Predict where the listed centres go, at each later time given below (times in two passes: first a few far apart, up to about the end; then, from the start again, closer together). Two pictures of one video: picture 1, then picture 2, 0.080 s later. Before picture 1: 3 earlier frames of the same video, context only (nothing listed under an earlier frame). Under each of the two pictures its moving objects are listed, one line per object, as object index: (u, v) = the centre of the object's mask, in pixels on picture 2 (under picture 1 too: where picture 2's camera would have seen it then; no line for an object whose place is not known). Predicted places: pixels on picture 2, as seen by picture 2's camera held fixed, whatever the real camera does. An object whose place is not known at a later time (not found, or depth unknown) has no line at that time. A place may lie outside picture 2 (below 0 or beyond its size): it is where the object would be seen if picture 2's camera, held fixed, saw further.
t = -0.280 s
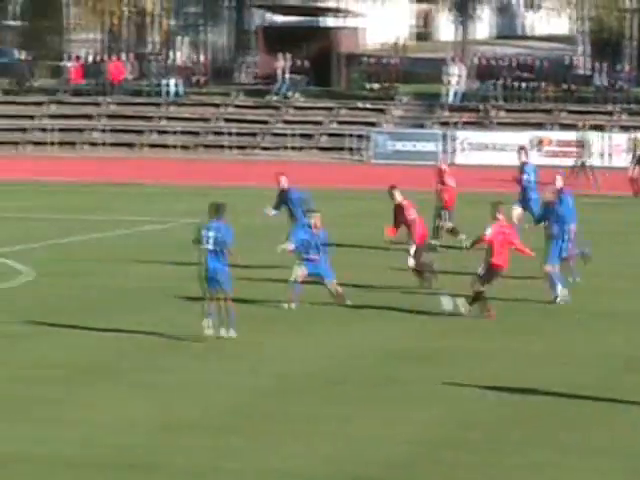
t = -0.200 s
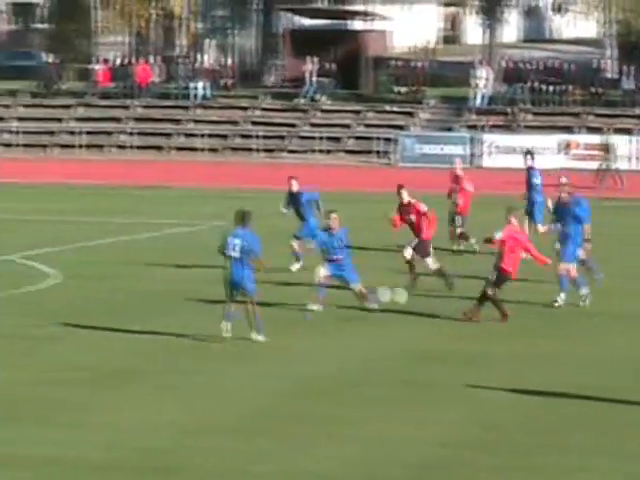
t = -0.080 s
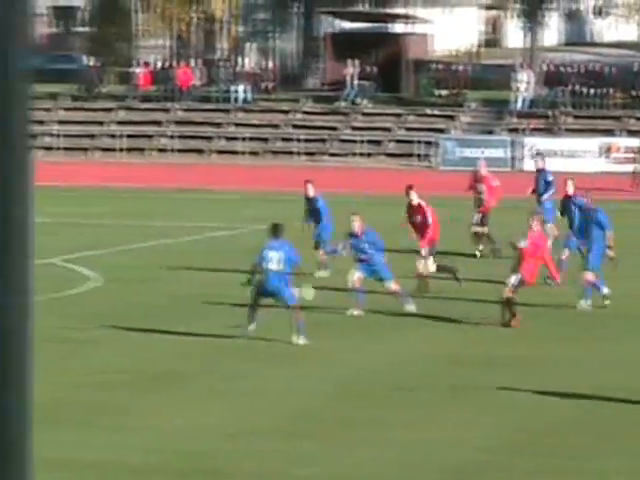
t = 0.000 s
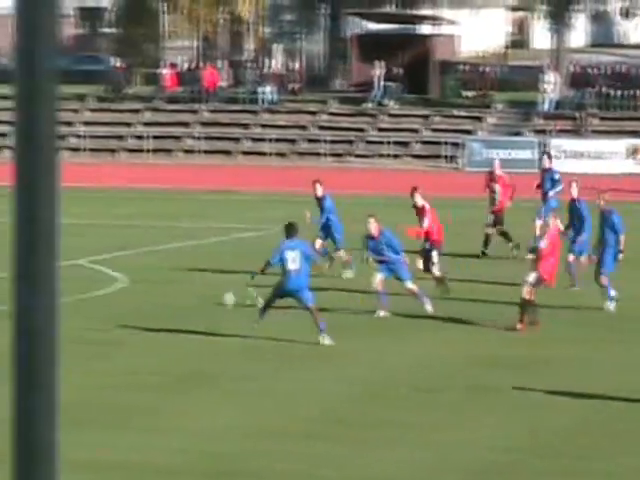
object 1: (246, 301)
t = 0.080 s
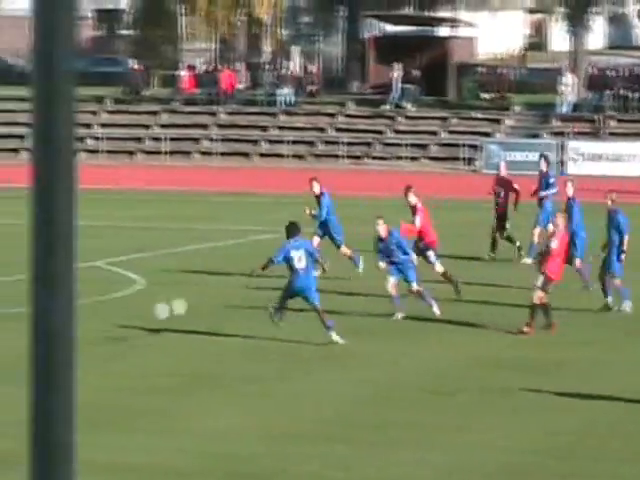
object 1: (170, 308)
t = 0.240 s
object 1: (14, 344)
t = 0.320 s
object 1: (-59, 341)
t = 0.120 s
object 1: (128, 316)
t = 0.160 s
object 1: (91, 324)
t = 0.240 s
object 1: (14, 344)
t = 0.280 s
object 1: (-24, 343)
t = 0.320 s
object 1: (-59, 341)
